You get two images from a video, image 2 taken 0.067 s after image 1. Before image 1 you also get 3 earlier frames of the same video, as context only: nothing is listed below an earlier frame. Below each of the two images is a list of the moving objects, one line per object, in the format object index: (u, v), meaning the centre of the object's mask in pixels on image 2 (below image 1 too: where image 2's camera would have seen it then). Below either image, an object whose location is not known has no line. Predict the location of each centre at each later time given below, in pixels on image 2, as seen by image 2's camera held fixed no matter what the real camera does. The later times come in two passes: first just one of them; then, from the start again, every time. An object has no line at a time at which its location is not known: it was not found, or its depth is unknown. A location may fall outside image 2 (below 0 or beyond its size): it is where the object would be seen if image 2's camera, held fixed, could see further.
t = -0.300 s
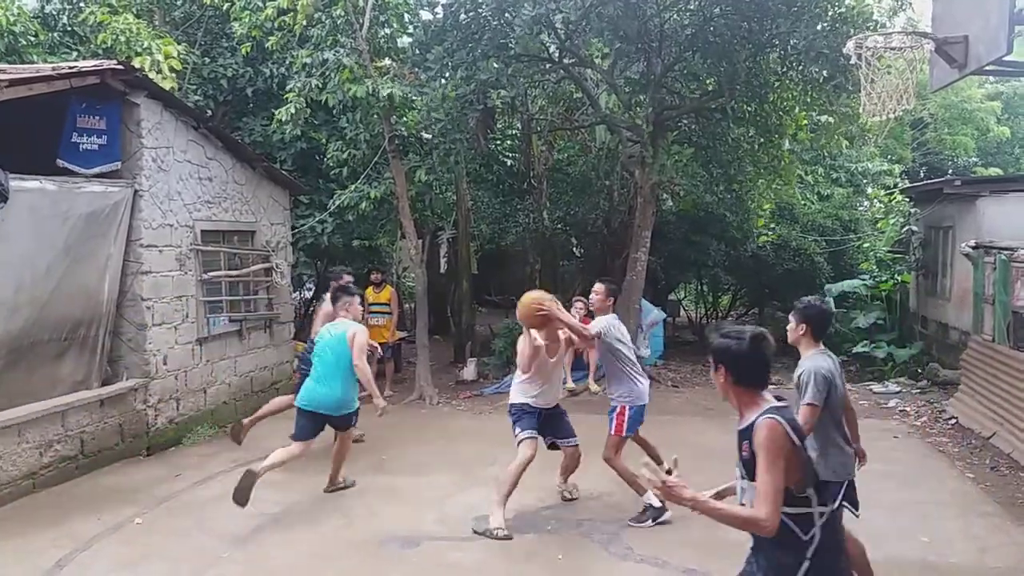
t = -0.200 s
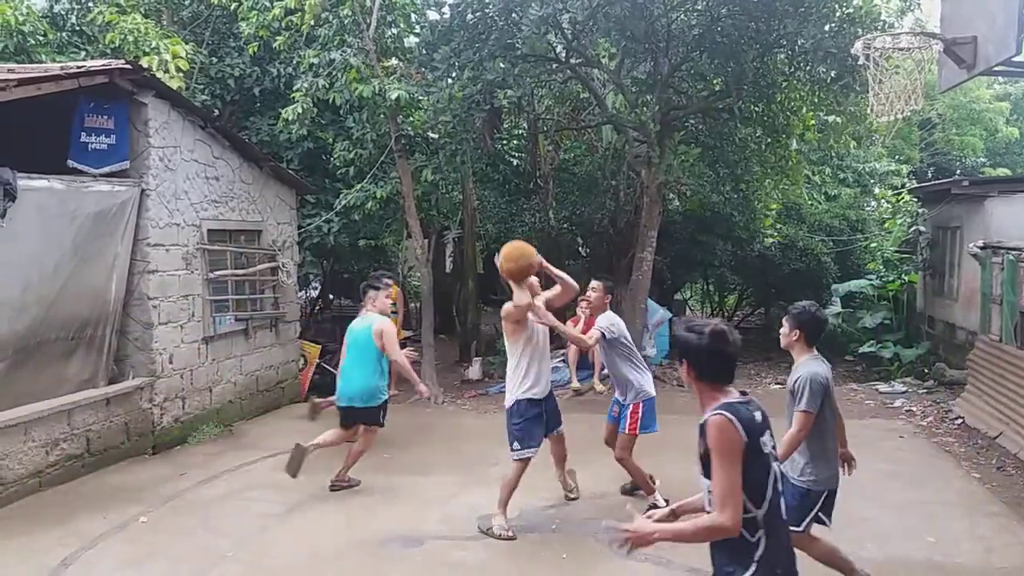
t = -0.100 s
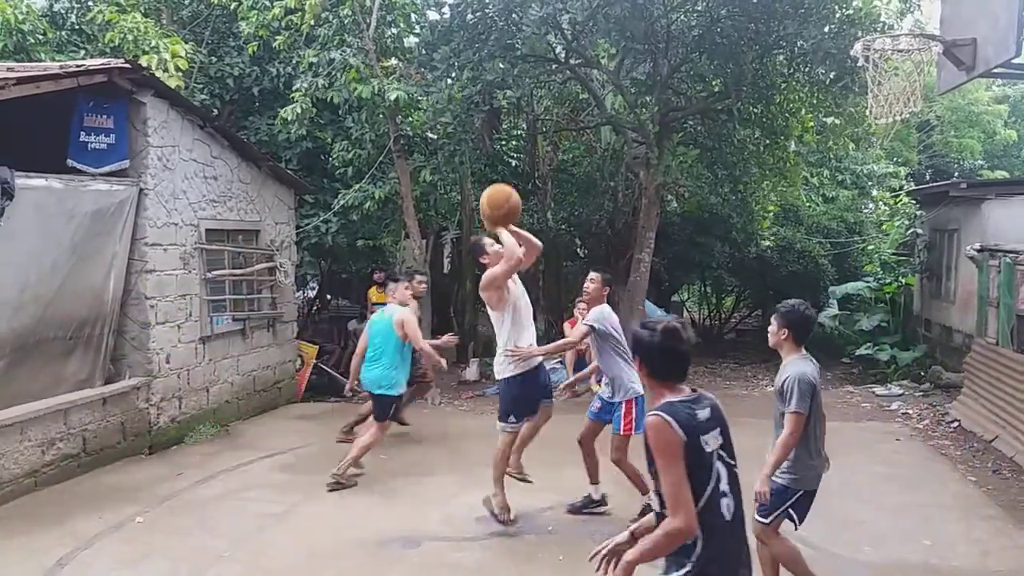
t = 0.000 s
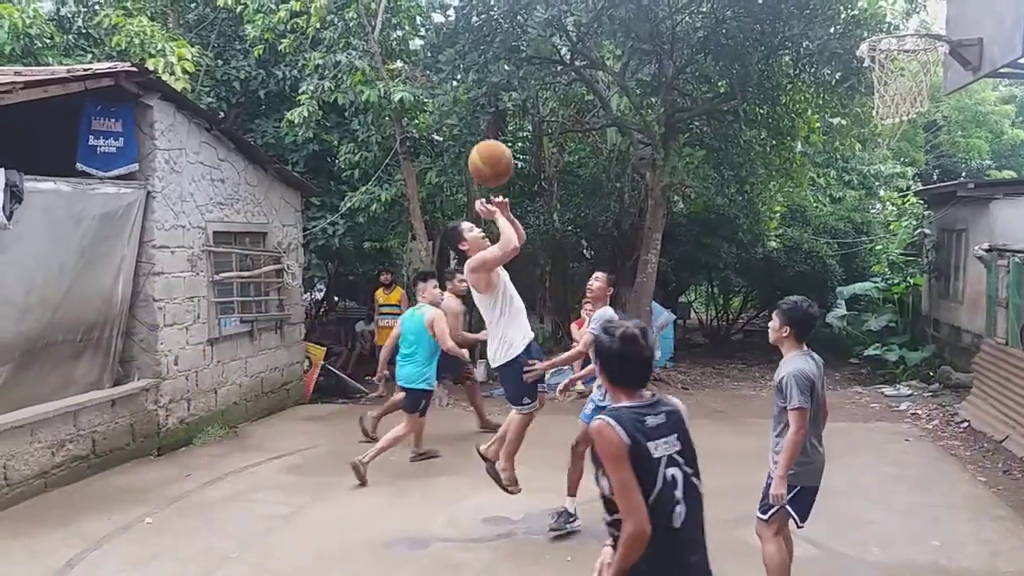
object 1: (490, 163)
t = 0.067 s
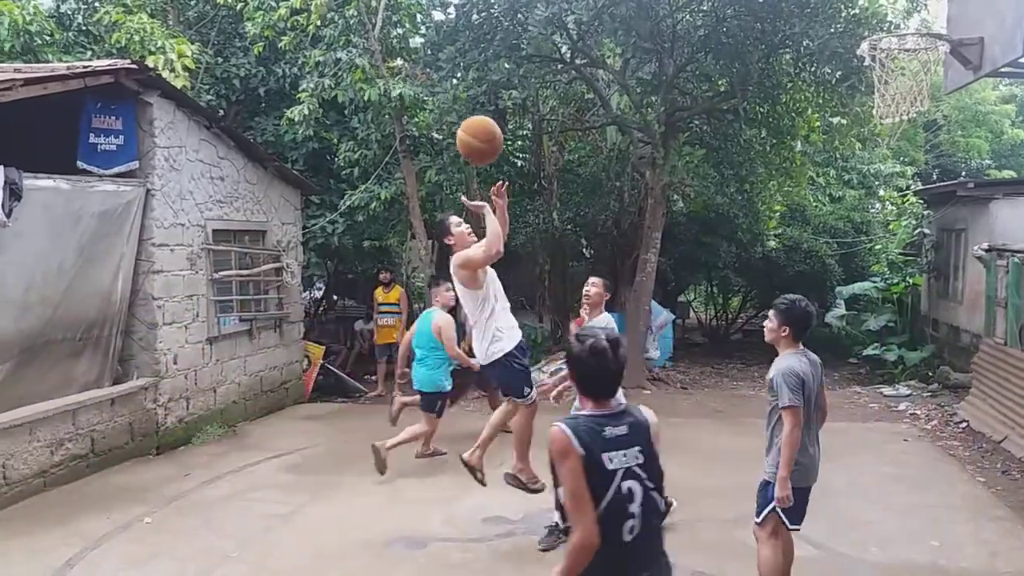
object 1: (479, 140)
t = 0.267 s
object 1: (439, 125)
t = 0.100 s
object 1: (474, 133)
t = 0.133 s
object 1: (467, 127)
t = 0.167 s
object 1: (460, 123)
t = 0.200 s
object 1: (454, 122)
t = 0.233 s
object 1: (446, 123)
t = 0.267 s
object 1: (439, 125)
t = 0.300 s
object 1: (432, 130)
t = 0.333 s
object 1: (425, 138)
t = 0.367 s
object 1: (416, 150)
